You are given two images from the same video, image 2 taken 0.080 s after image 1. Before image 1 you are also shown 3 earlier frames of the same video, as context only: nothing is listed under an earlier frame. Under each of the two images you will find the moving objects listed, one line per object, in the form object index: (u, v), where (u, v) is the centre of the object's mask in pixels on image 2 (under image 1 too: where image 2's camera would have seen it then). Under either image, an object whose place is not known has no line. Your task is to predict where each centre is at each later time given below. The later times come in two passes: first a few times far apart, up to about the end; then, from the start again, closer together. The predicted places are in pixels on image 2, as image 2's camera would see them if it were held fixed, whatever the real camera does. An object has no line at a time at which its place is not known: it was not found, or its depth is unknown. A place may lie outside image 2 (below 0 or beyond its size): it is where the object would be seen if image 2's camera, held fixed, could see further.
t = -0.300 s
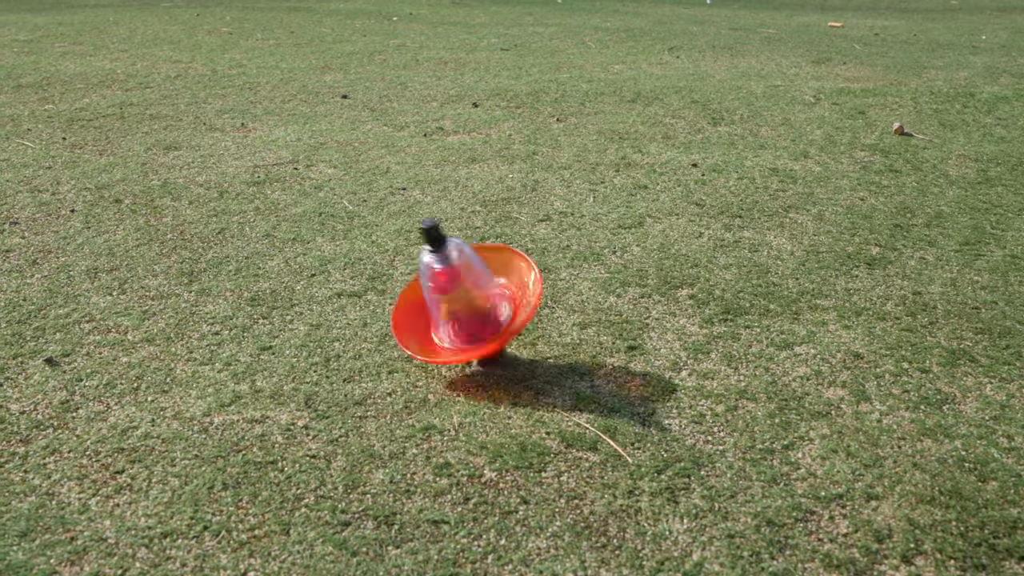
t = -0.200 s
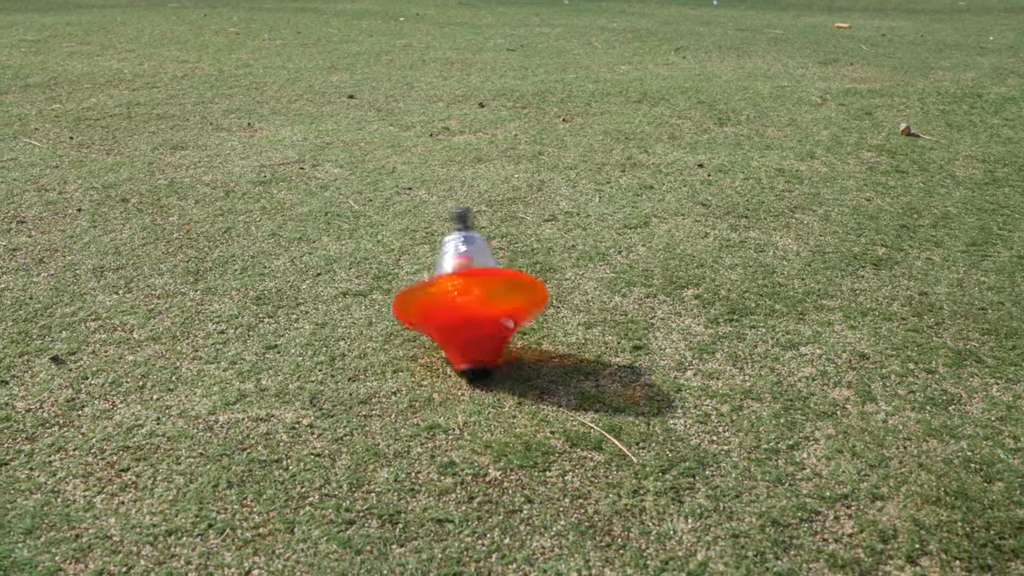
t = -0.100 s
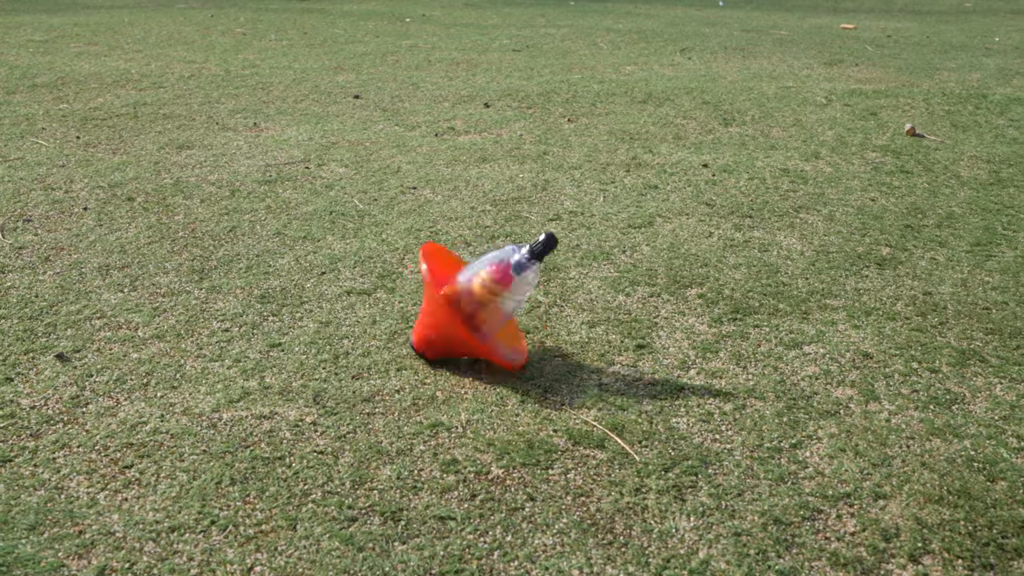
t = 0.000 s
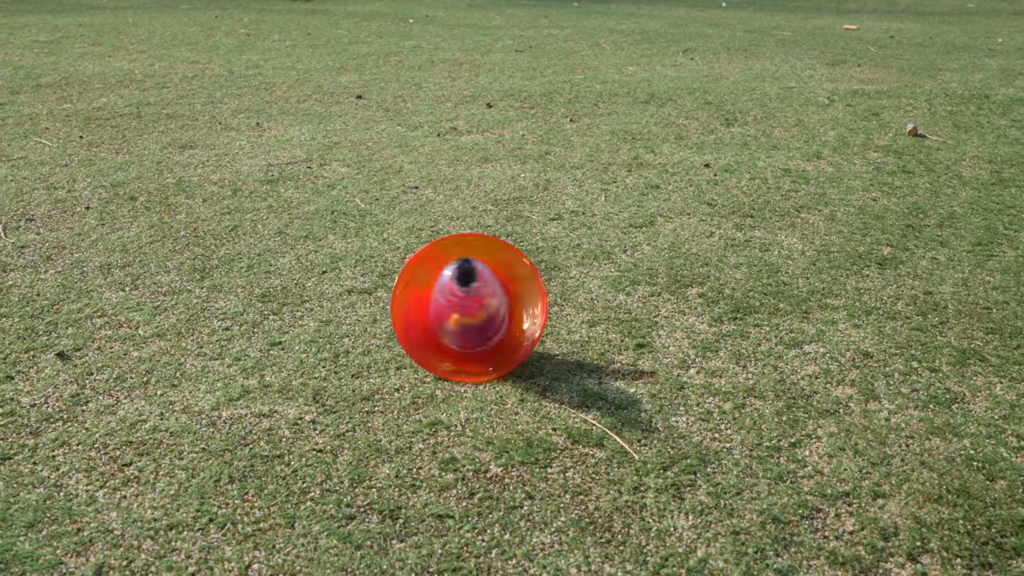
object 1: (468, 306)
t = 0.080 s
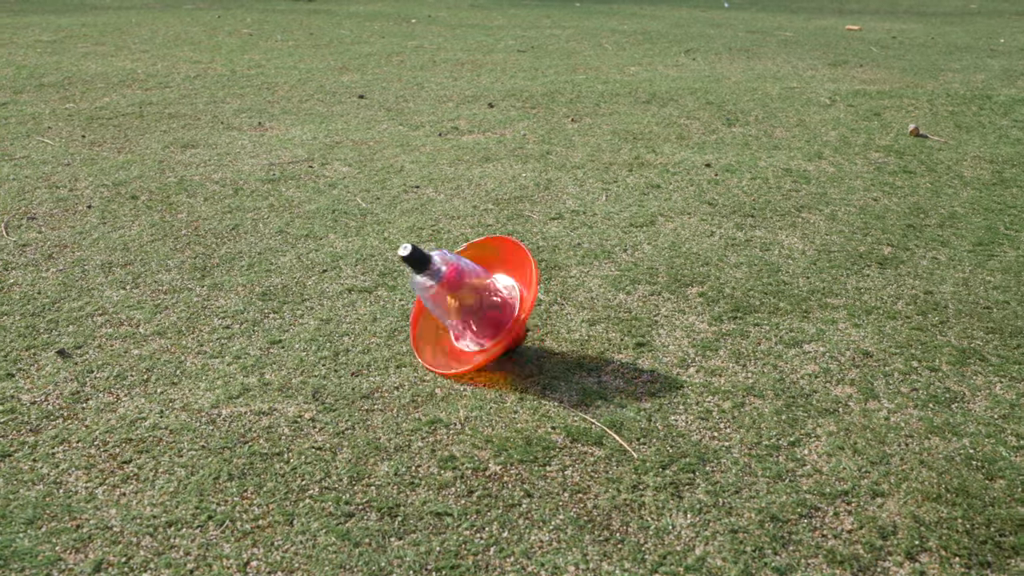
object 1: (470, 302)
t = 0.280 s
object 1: (475, 309)
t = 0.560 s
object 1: (493, 324)
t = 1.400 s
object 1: (489, 322)
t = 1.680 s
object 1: (489, 322)
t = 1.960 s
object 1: (489, 323)
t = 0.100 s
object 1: (471, 301)
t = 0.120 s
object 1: (472, 301)
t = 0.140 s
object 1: (472, 301)
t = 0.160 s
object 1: (473, 301)
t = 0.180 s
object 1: (474, 302)
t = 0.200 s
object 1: (474, 303)
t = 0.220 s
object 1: (474, 304)
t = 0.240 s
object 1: (474, 306)
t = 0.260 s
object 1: (475, 307)
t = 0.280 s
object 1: (475, 309)
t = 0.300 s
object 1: (475, 311)
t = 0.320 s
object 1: (476, 312)
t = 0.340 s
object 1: (477, 314)
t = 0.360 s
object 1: (479, 315)
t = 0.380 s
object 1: (480, 316)
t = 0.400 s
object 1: (482, 317)
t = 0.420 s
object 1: (484, 319)
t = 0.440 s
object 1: (485, 320)
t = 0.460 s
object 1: (487, 321)
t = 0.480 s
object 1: (488, 321)
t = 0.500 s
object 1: (490, 322)
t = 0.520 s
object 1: (491, 323)
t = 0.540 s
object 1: (492, 324)
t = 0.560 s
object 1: (493, 324)
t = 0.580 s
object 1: (493, 324)
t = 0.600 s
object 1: (493, 324)
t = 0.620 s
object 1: (493, 324)
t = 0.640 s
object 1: (492, 324)
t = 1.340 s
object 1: (489, 322)
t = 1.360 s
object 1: (489, 322)
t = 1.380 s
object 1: (489, 322)
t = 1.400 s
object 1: (489, 322)
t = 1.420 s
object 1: (489, 322)
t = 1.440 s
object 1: (489, 322)
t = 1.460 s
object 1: (489, 322)
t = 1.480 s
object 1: (489, 322)
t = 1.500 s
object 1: (489, 322)
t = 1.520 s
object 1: (489, 322)
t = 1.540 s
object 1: (489, 322)
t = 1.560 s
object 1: (489, 322)
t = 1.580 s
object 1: (489, 322)
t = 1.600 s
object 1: (489, 322)
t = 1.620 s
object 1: (489, 322)
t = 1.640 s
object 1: (489, 322)
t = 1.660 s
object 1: (489, 322)
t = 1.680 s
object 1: (489, 322)
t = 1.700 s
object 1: (489, 322)
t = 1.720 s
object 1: (489, 322)
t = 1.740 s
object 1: (489, 322)
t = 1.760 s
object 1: (489, 322)
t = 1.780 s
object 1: (489, 322)
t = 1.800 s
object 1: (489, 322)
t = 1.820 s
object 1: (489, 322)
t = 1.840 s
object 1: (489, 322)
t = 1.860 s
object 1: (489, 322)
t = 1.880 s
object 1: (489, 322)
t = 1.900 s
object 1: (489, 322)
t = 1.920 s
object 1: (489, 323)
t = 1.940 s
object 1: (489, 322)
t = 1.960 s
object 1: (489, 323)
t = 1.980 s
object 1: (489, 323)
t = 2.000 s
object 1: (489, 323)
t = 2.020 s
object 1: (489, 323)
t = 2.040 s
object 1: (489, 323)
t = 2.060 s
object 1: (490, 323)
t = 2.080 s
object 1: (490, 323)
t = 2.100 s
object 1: (491, 324)
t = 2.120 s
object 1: (491, 324)
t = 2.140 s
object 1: (492, 324)
